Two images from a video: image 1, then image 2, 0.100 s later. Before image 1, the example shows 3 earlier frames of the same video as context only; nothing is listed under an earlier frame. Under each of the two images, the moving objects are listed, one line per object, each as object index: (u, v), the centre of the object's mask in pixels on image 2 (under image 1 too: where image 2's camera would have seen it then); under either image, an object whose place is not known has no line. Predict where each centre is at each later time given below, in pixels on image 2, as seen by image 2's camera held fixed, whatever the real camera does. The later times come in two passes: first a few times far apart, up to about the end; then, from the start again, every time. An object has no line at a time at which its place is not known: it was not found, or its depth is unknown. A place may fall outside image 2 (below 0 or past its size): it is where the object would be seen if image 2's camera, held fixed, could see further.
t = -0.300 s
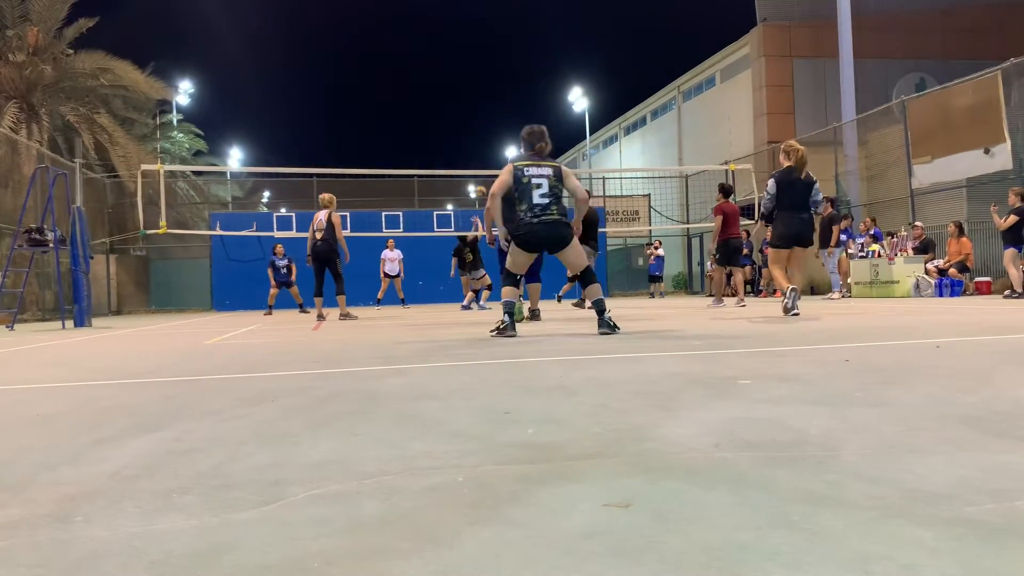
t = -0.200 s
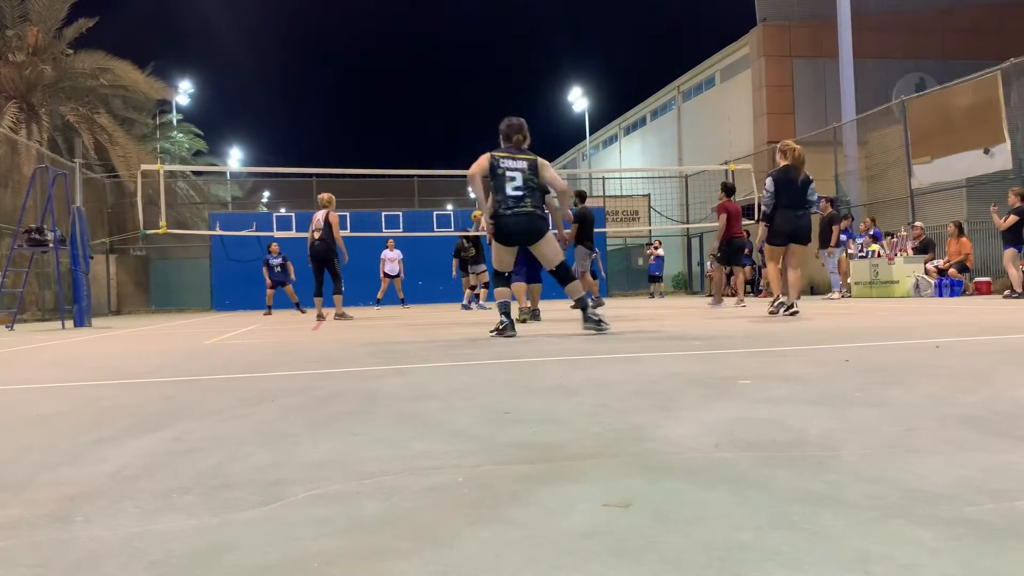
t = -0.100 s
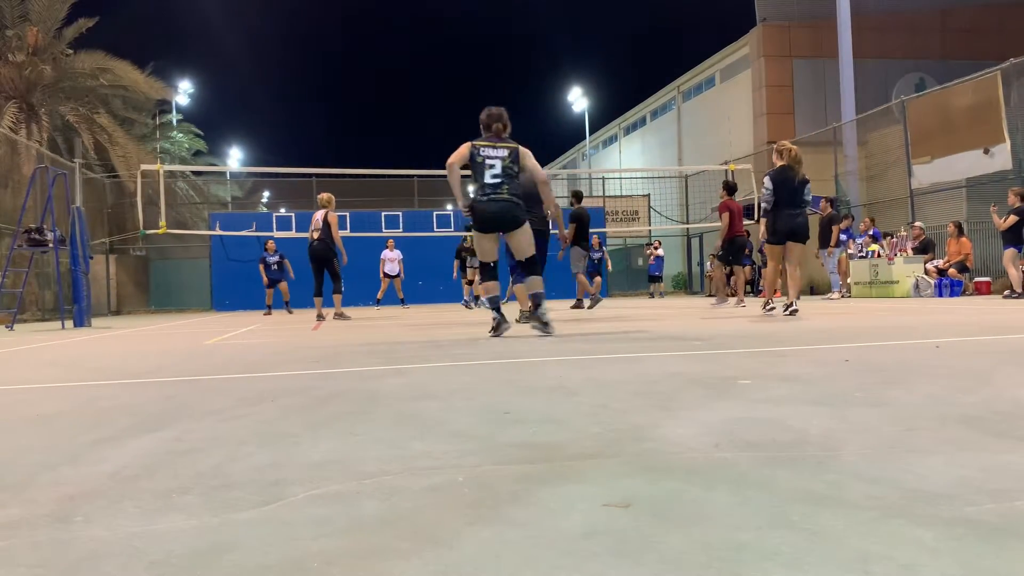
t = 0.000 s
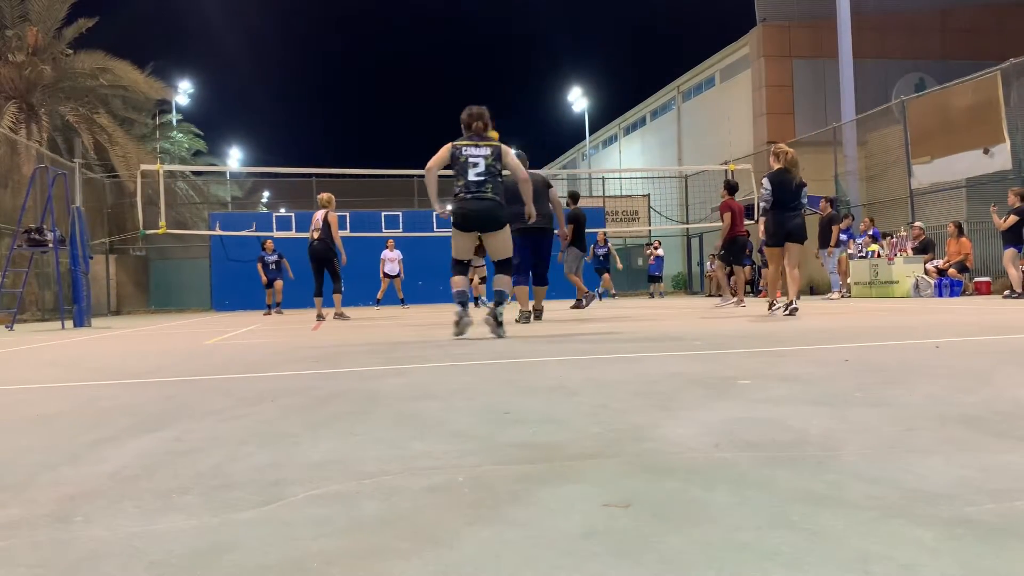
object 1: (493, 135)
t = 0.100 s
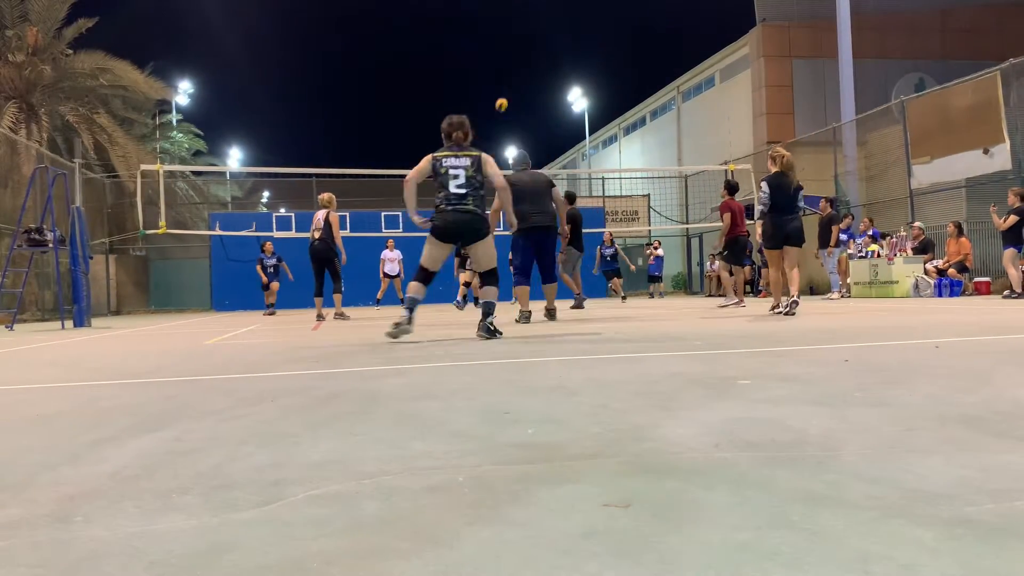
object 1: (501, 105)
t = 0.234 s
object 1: (513, 70)
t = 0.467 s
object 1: (534, 34)
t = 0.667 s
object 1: (552, 27)
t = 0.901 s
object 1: (575, 48)
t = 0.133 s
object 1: (504, 95)
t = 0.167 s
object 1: (507, 86)
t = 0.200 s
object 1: (510, 77)
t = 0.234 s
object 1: (513, 70)
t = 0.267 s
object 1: (516, 63)
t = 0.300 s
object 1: (518, 56)
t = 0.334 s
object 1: (522, 50)
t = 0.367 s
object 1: (524, 45)
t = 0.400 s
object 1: (527, 41)
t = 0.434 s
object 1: (531, 37)
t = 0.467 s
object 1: (534, 34)
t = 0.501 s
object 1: (537, 31)
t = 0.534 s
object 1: (540, 29)
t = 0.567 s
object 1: (543, 28)
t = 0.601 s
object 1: (546, 27)
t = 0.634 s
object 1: (549, 27)
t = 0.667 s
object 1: (552, 27)
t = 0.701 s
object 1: (555, 28)
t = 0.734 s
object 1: (559, 30)
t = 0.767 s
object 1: (562, 33)
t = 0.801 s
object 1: (565, 36)
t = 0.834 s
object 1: (568, 39)
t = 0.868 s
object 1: (571, 43)
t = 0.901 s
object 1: (575, 48)
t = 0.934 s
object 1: (578, 54)
